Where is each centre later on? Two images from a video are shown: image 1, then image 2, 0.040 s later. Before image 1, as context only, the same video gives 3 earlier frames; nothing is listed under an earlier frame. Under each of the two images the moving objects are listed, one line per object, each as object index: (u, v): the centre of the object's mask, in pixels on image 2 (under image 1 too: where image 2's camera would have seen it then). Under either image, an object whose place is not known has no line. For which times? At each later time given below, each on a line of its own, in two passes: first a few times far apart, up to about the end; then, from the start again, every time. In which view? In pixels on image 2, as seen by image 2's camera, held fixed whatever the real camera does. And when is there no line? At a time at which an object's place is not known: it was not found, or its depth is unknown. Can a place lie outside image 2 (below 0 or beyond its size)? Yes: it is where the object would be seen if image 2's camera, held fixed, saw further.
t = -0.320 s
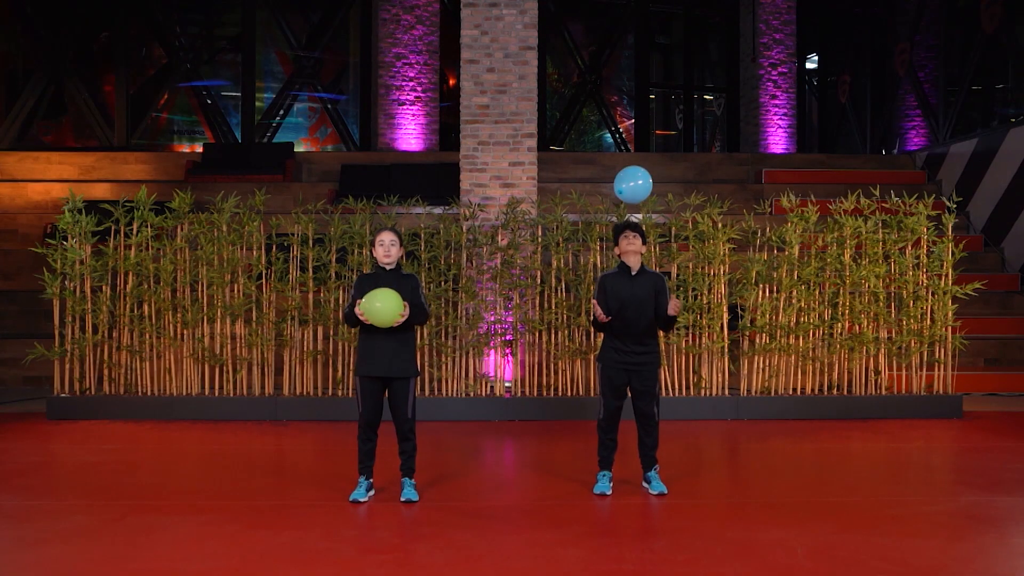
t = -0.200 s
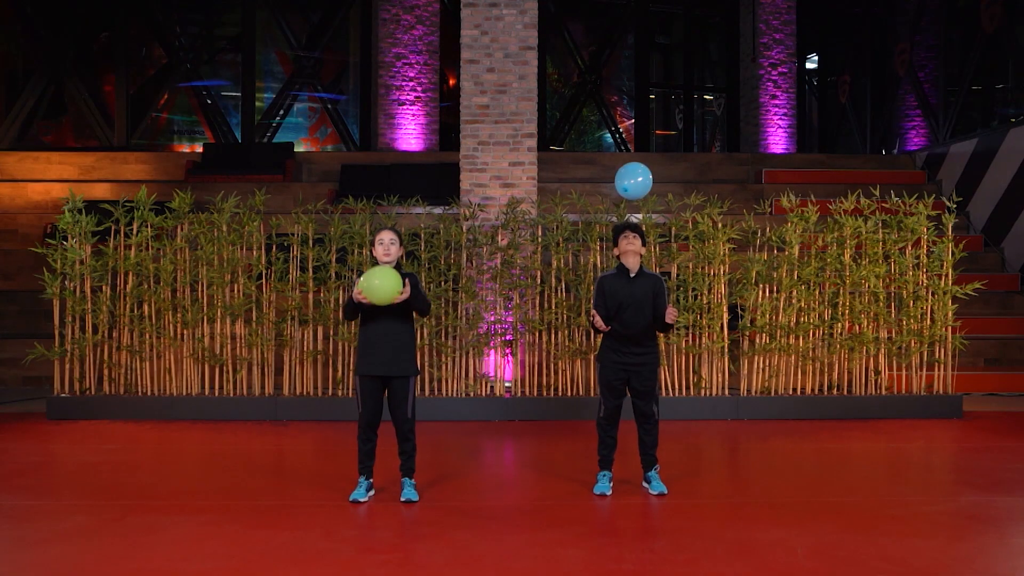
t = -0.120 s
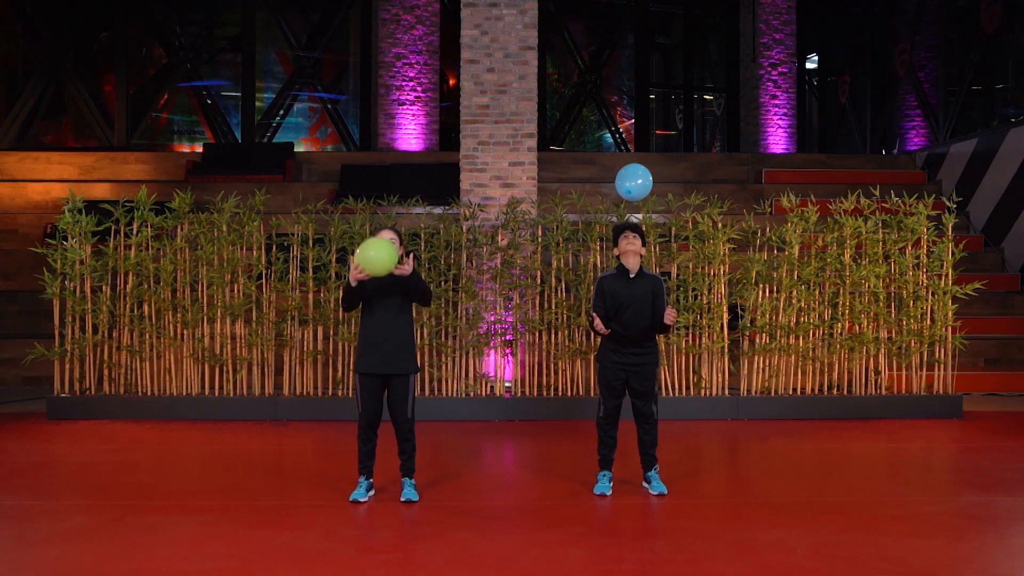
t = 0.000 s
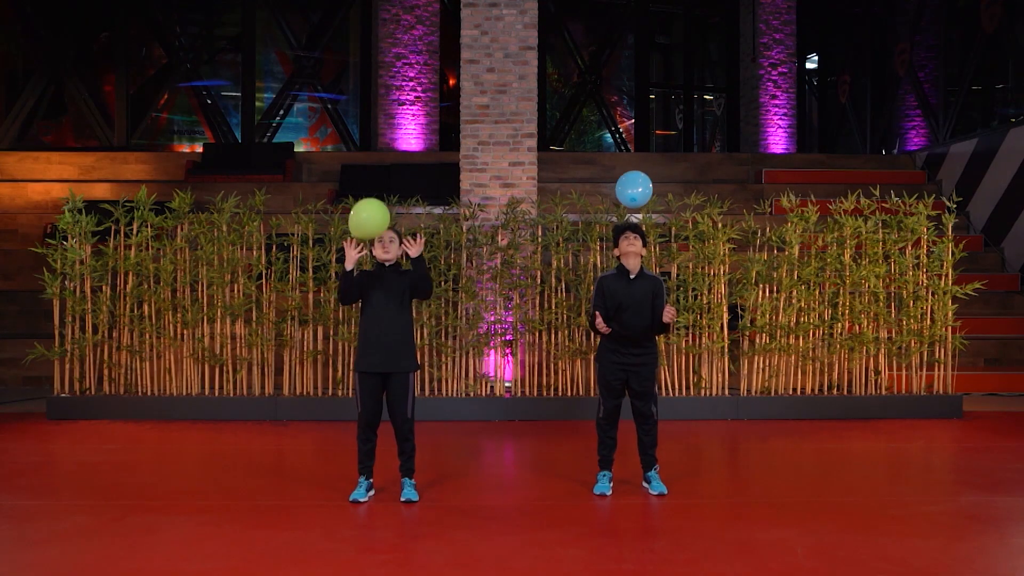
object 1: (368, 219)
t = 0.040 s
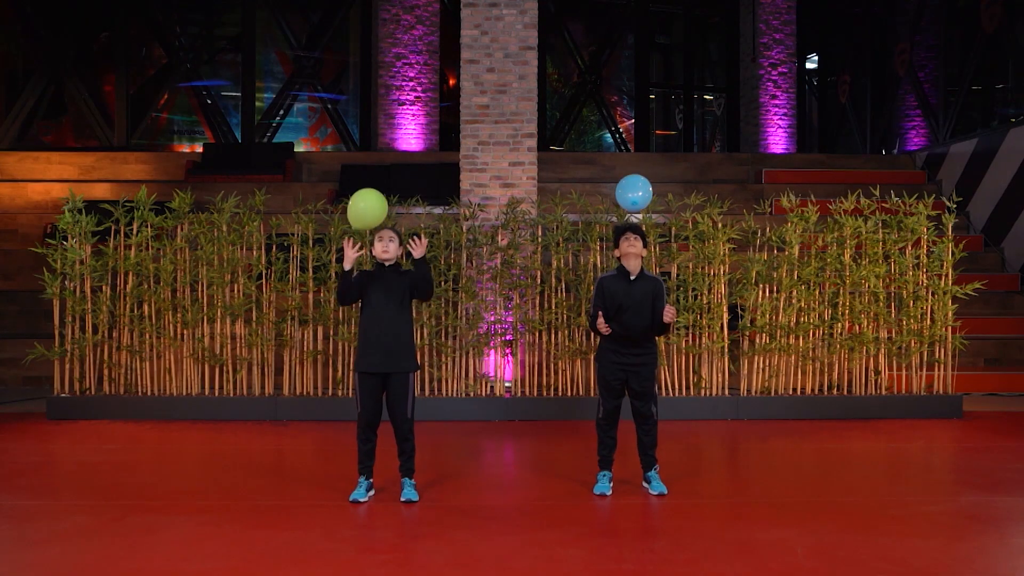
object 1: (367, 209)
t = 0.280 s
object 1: (361, 176)
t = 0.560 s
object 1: (360, 179)
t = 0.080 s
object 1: (365, 201)
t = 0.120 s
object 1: (364, 193)
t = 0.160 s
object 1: (363, 188)
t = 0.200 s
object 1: (363, 183)
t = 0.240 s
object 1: (362, 179)
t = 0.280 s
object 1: (361, 176)
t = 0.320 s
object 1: (361, 175)
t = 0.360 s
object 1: (361, 174)
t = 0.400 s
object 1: (361, 173)
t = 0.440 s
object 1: (361, 174)
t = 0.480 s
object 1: (360, 175)
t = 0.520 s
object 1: (360, 177)
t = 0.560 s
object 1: (360, 179)
